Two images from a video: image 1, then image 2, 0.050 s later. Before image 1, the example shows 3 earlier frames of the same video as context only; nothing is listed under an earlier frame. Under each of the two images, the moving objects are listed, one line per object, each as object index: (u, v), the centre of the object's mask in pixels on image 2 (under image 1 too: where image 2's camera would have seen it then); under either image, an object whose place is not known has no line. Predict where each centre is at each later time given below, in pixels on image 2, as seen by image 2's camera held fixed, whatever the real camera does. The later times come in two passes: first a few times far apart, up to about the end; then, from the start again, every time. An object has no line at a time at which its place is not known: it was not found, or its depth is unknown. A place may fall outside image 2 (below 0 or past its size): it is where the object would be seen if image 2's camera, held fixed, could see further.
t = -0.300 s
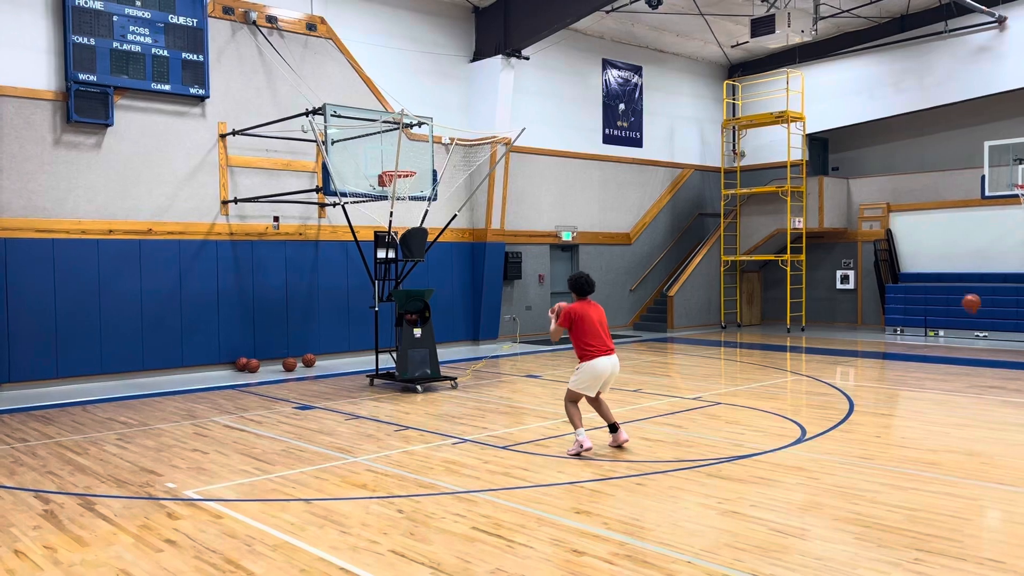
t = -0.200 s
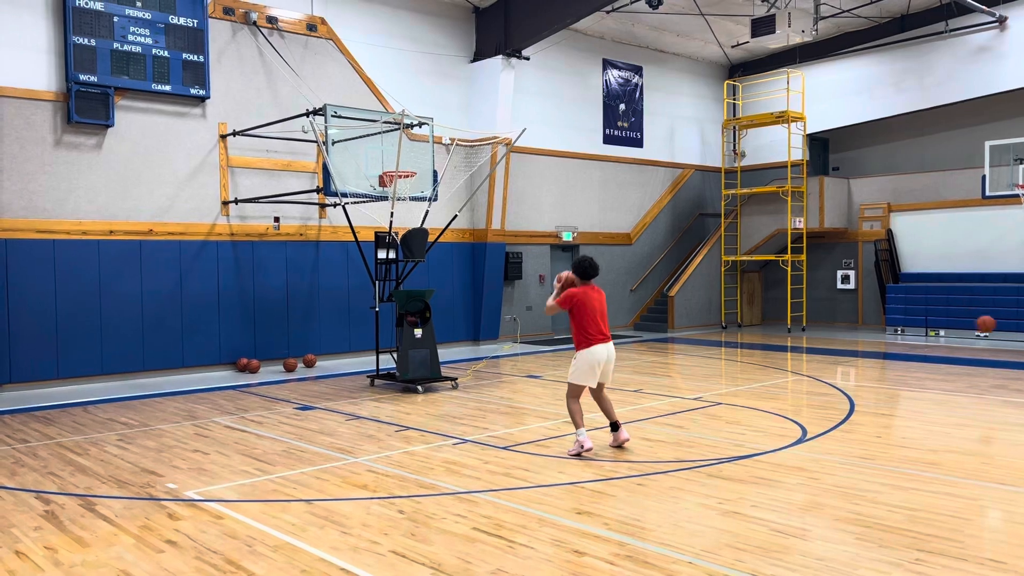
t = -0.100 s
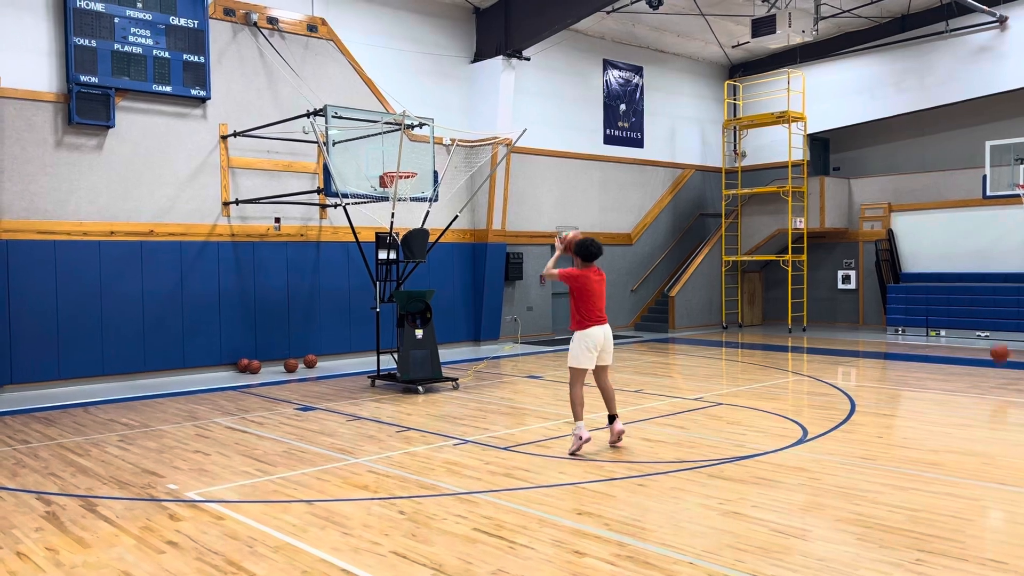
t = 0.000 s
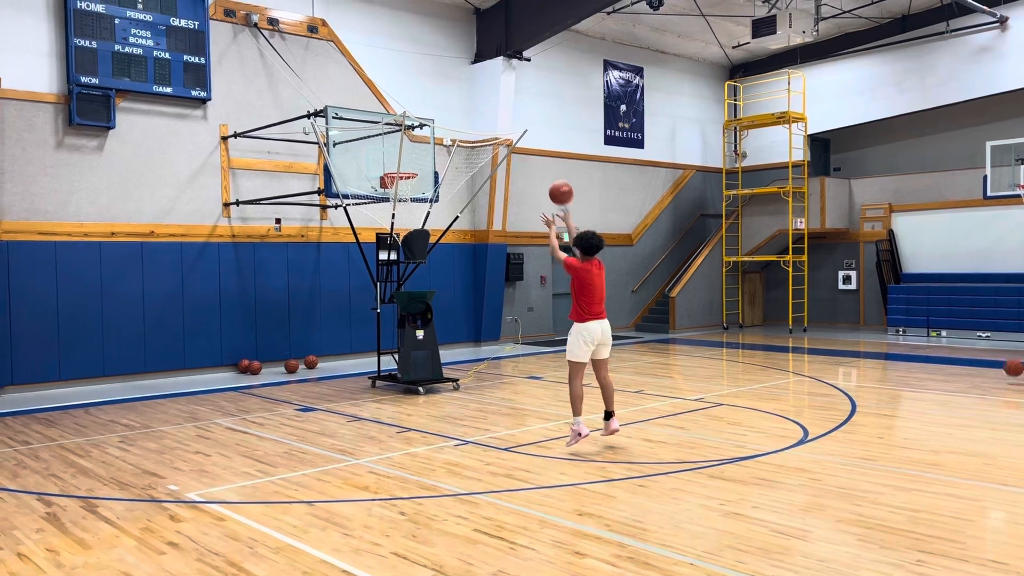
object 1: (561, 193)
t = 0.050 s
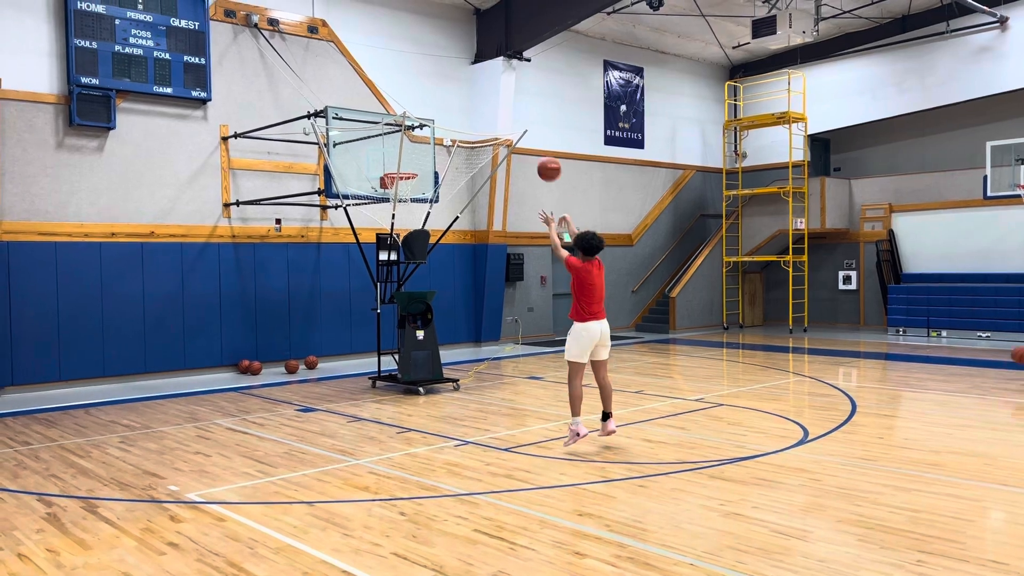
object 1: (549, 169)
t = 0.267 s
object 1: (503, 101)
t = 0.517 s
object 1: (460, 84)
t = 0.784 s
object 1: (423, 118)
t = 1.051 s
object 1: (398, 162)
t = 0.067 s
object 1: (545, 162)
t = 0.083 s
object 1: (541, 156)
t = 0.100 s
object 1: (537, 149)
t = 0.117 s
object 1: (534, 143)
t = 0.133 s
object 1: (530, 137)
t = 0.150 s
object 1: (526, 131)
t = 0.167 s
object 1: (523, 126)
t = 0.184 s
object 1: (520, 121)
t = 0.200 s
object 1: (516, 117)
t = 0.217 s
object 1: (513, 112)
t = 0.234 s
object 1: (509, 108)
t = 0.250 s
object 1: (506, 105)
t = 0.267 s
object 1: (503, 101)
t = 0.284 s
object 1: (500, 99)
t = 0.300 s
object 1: (496, 96)
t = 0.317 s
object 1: (493, 93)
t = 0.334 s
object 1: (490, 91)
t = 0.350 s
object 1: (487, 89)
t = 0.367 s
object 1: (484, 88)
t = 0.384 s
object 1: (481, 86)
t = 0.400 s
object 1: (479, 85)
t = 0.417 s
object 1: (476, 84)
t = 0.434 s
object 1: (473, 84)
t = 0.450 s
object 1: (470, 83)
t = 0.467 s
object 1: (468, 83)
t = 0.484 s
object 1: (465, 83)
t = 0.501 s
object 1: (462, 83)
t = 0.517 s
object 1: (460, 84)
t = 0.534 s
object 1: (457, 84)
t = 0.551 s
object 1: (454, 85)
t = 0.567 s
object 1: (452, 86)
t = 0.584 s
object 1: (450, 87)
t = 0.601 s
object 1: (447, 89)
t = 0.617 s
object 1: (445, 90)
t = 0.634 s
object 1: (443, 92)
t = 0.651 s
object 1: (440, 95)
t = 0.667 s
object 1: (438, 97)
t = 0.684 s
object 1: (436, 100)
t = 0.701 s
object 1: (434, 102)
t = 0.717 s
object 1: (431, 105)
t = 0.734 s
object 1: (429, 108)
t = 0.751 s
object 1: (427, 111)
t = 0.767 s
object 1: (425, 114)
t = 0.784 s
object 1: (423, 118)
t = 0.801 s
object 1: (421, 121)
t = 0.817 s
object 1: (419, 125)
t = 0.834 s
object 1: (417, 129)
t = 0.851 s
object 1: (415, 133)
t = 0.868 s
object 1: (413, 138)
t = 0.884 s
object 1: (411, 142)
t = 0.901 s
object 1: (410, 146)
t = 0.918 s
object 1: (408, 151)
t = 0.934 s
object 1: (406, 156)
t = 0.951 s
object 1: (404, 161)
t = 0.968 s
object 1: (402, 165)
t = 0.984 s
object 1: (402, 165)
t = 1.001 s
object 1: (401, 164)
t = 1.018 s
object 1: (400, 163)
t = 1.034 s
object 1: (400, 162)
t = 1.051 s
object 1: (398, 162)
